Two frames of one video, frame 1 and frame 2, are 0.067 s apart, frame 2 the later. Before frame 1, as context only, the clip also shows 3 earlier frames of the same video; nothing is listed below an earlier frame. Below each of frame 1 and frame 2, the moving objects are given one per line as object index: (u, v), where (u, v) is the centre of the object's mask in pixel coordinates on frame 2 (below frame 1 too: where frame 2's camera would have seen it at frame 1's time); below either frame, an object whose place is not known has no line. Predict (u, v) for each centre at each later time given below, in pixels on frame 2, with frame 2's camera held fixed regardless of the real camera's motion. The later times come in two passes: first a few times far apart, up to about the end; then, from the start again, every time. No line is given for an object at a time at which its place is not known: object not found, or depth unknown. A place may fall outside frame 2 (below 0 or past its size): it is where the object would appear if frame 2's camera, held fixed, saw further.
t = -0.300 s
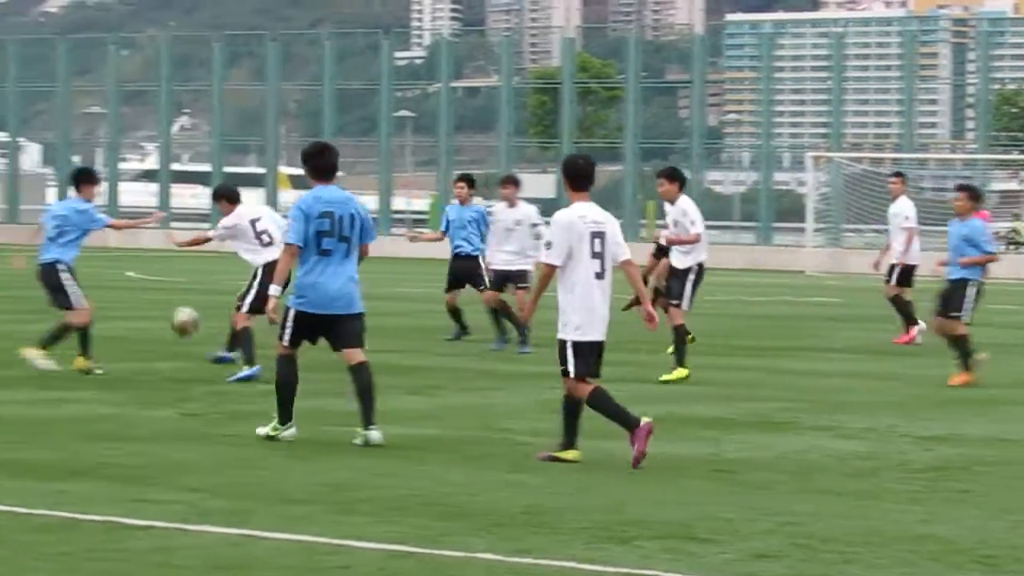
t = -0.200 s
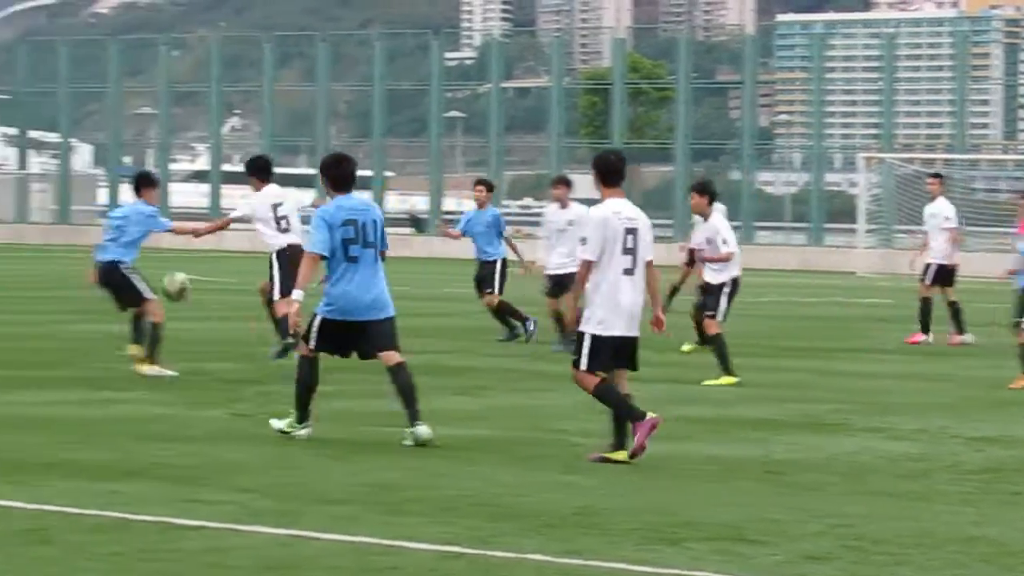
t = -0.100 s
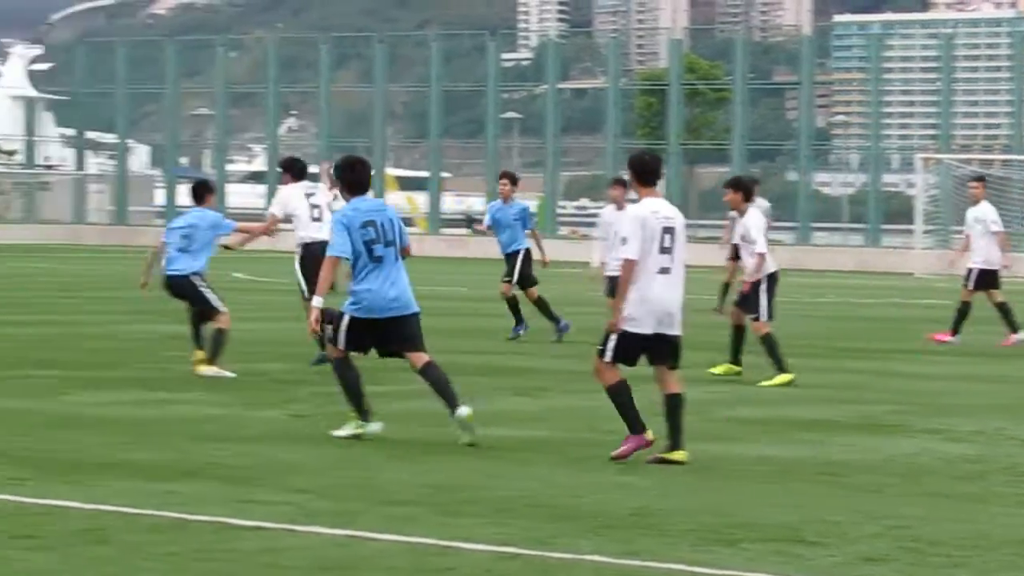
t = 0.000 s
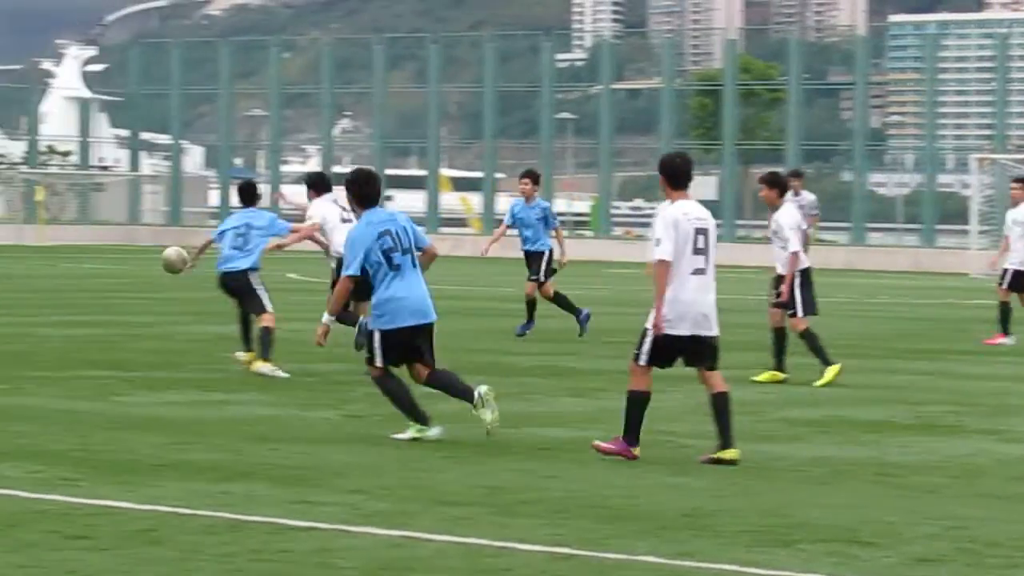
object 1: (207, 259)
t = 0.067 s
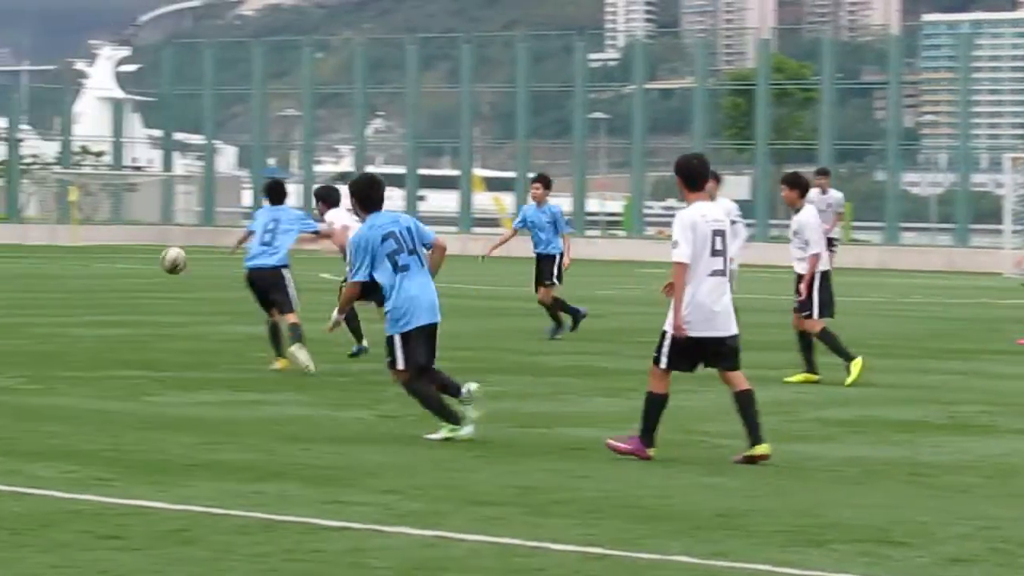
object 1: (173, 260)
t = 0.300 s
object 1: (61, 301)
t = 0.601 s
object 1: (-47, 293)
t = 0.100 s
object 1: (156, 262)
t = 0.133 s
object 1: (140, 266)
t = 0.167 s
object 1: (123, 270)
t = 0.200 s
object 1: (108, 277)
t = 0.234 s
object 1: (91, 283)
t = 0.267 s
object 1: (76, 291)
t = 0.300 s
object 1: (61, 301)
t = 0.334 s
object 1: (47, 313)
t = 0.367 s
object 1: (31, 324)
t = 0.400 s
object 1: (17, 336)
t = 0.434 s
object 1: (7, 331)
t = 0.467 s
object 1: (-5, 321)
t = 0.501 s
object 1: (-16, 313)
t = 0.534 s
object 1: (-27, 305)
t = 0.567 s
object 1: (-37, 299)
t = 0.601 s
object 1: (-47, 293)
